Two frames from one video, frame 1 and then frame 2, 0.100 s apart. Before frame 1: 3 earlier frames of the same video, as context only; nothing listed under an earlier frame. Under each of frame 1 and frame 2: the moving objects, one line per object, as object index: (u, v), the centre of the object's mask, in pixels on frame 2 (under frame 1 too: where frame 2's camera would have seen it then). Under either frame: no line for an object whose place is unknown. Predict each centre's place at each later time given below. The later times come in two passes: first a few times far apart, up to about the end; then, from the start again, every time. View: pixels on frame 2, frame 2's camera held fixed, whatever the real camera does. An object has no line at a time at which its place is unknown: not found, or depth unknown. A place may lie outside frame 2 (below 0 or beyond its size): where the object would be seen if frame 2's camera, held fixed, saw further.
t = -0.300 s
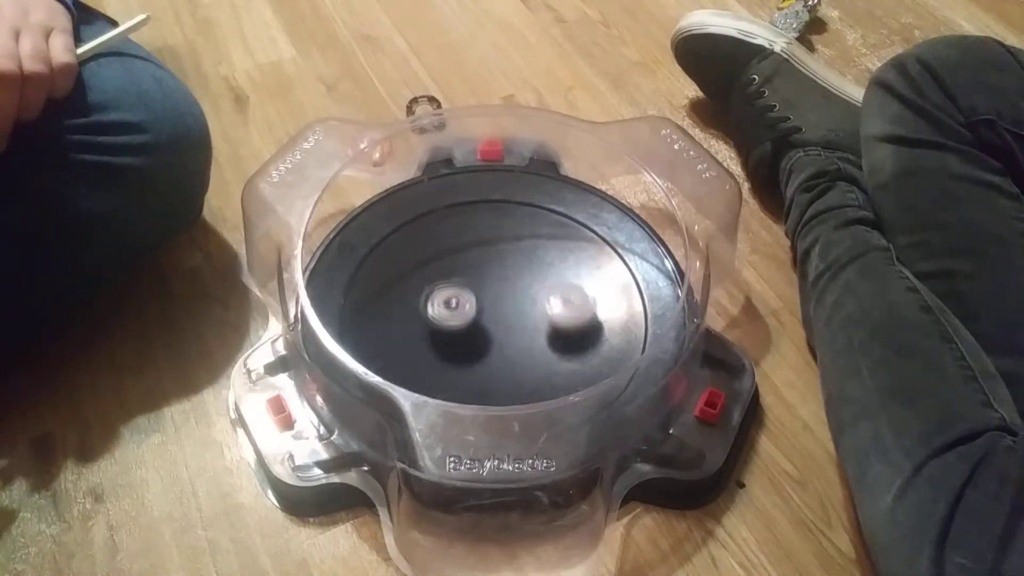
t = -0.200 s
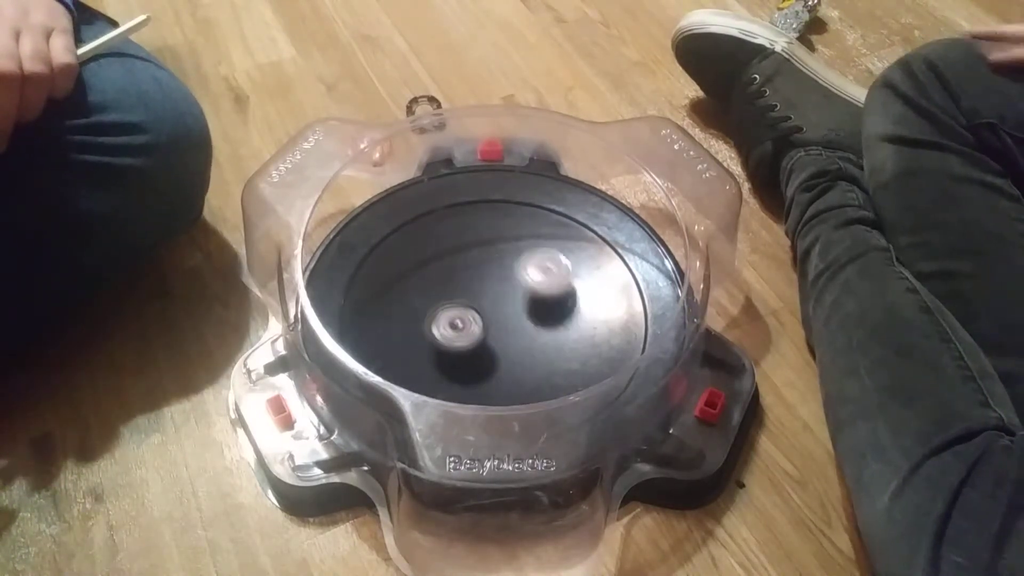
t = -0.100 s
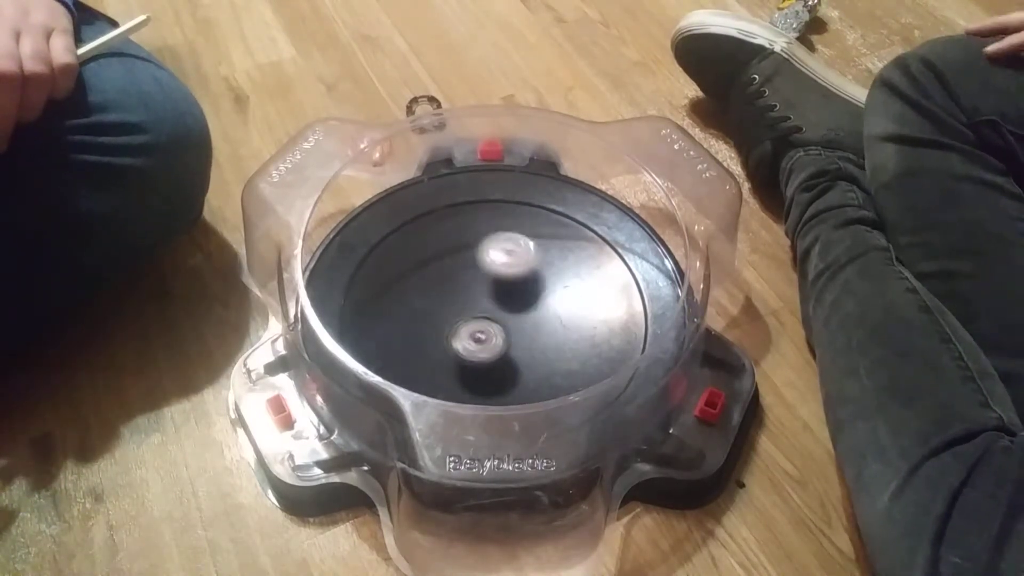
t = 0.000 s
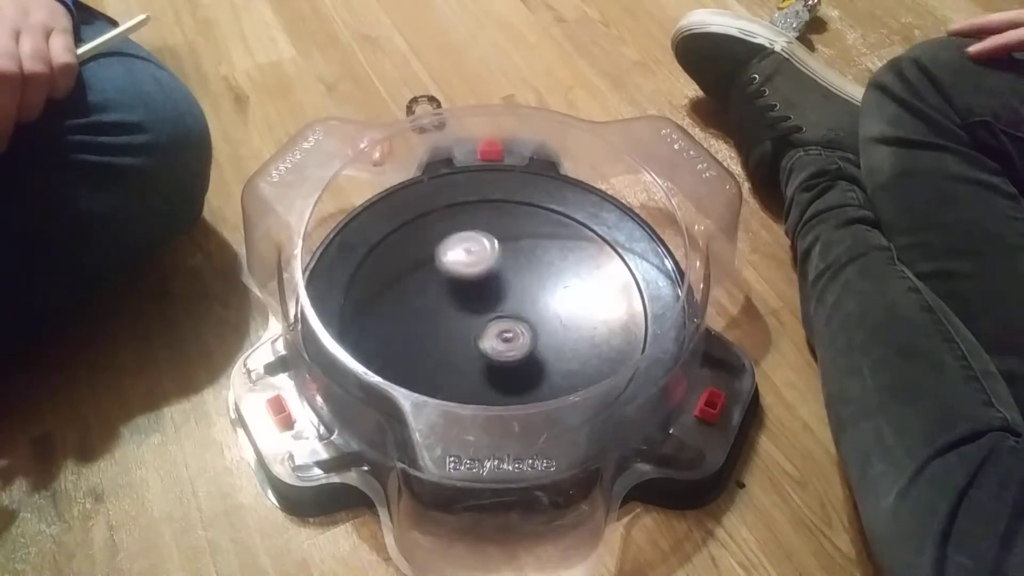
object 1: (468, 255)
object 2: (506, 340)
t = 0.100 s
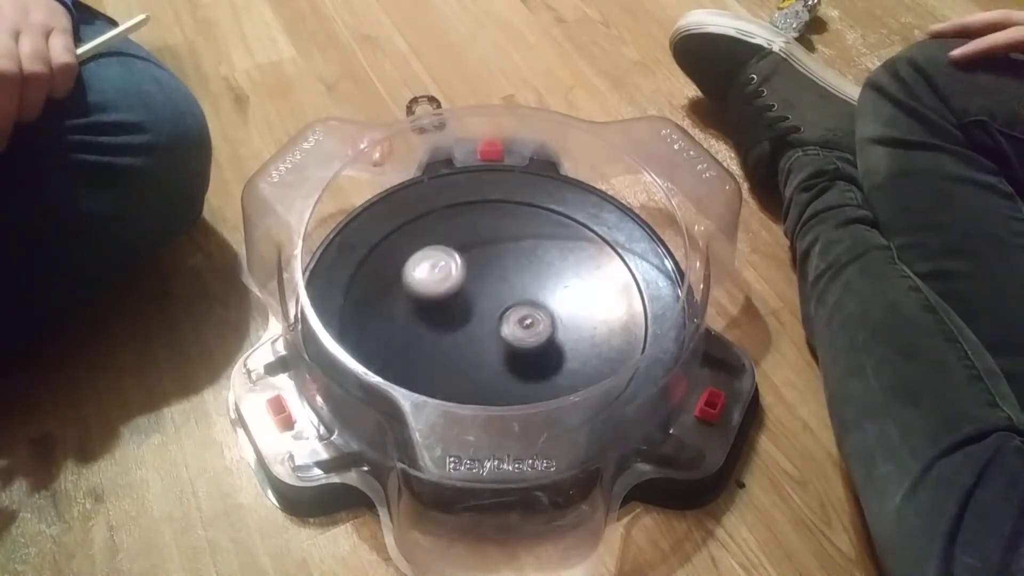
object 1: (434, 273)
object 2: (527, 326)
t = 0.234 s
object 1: (415, 316)
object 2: (530, 299)
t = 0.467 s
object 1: (487, 370)
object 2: (483, 278)
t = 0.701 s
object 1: (566, 327)
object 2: (452, 315)
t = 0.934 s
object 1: (527, 260)
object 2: (499, 344)
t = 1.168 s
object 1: (441, 278)
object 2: (534, 311)
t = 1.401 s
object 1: (436, 353)
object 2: (501, 281)
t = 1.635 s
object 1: (527, 365)
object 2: (453, 299)
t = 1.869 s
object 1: (551, 296)
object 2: (472, 340)
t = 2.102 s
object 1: (480, 257)
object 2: (526, 328)
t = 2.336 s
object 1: (427, 310)
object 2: (519, 287)
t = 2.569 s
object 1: (486, 364)
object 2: (465, 285)
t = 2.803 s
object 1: (558, 330)
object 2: (458, 328)
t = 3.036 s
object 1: (519, 269)
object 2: (511, 339)
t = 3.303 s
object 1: (435, 296)
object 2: (527, 297)
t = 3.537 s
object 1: (462, 358)
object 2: (478, 281)
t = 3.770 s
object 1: (539, 338)
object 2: (452, 315)
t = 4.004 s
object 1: (526, 274)
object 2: (492, 342)
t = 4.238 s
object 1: (454, 278)
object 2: (531, 317)
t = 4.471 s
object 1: (452, 343)
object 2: (510, 284)
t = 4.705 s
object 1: (529, 352)
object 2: (461, 292)
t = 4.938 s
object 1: (535, 291)
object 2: (463, 331)
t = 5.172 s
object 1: (465, 276)
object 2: (512, 337)
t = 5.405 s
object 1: (444, 333)
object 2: (526, 302)
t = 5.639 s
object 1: (515, 347)
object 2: (487, 283)
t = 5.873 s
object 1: (533, 290)
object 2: (457, 310)
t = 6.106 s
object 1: (469, 281)
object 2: (485, 335)
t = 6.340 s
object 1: (448, 334)
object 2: (532, 324)
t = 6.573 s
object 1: (499, 337)
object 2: (540, 292)
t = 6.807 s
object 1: (468, 323)
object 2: (516, 265)
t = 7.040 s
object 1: (426, 338)
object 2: (503, 275)
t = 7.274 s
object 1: (406, 350)
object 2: (520, 292)
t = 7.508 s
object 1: (455, 328)
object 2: (521, 321)
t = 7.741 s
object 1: (475, 302)
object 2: (547, 342)
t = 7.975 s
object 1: (502, 296)
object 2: (526, 349)
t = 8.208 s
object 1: (514, 301)
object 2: (494, 347)
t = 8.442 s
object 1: (525, 286)
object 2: (455, 333)
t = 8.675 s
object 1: (521, 298)
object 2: (448, 315)
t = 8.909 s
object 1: (517, 316)
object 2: (458, 319)
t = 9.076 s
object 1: (510, 321)
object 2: (460, 322)
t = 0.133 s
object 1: (425, 282)
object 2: (530, 320)
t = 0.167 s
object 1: (419, 293)
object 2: (532, 312)
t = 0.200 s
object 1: (415, 304)
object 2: (532, 305)
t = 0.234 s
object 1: (415, 316)
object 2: (530, 299)
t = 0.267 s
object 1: (418, 328)
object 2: (527, 293)
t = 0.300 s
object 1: (424, 340)
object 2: (522, 288)
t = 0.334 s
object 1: (432, 350)
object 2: (514, 284)
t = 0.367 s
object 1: (444, 358)
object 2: (507, 281)
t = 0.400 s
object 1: (457, 364)
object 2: (498, 279)
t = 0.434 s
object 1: (473, 368)
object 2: (489, 277)
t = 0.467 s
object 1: (487, 370)
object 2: (483, 278)
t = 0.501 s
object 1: (503, 369)
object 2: (476, 280)
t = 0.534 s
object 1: (518, 366)
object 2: (468, 284)
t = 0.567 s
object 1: (530, 362)
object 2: (462, 289)
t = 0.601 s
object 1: (544, 354)
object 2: (457, 295)
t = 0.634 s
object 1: (552, 349)
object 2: (453, 301)
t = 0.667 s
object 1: (561, 336)
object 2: (452, 309)
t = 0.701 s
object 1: (566, 327)
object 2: (452, 315)
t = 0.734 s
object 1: (569, 315)
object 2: (454, 322)
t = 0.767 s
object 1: (570, 305)
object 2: (459, 329)
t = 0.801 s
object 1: (566, 294)
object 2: (465, 334)
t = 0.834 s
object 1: (556, 281)
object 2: (474, 339)
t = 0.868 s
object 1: (548, 272)
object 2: (481, 342)
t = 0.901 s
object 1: (537, 265)
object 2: (489, 344)
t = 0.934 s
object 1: (527, 260)
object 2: (499, 344)
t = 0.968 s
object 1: (513, 256)
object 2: (507, 343)
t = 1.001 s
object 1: (500, 256)
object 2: (515, 340)
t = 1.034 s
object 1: (487, 256)
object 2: (522, 335)
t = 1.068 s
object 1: (474, 259)
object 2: (527, 331)
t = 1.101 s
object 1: (461, 263)
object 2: (531, 325)
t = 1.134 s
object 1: (450, 270)
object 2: (533, 318)
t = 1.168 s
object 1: (441, 278)
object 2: (534, 311)
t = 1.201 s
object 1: (433, 288)
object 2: (533, 305)
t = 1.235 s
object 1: (427, 298)
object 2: (531, 299)
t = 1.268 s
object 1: (423, 309)
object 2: (527, 295)
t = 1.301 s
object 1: (422, 321)
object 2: (522, 291)
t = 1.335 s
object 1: (424, 332)
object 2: (516, 286)
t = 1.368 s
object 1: (429, 343)
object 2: (508, 283)
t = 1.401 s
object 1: (436, 353)
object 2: (501, 281)
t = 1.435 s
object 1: (446, 361)
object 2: (492, 279)
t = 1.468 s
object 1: (458, 367)
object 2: (485, 280)
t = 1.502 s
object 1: (472, 372)
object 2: (477, 282)
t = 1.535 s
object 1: (486, 374)
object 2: (469, 284)
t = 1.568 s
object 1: (501, 373)
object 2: (463, 289)
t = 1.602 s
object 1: (513, 370)
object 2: (458, 294)
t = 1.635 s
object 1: (527, 365)
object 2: (453, 299)
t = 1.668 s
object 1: (538, 358)
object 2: (451, 304)
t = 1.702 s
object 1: (546, 349)
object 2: (450, 311)
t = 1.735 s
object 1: (552, 340)
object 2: (451, 319)
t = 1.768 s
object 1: (556, 328)
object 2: (454, 325)
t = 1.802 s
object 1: (558, 317)
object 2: (459, 331)
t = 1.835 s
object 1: (554, 307)
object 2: (465, 335)
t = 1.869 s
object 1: (551, 296)
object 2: (472, 340)
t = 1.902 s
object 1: (545, 285)
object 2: (481, 343)
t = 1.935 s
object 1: (537, 276)
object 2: (490, 343)
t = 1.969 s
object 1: (527, 268)
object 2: (499, 343)
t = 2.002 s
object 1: (516, 263)
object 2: (507, 341)
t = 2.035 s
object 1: (504, 259)
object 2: (515, 338)
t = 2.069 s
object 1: (493, 257)
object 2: (521, 333)
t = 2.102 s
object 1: (480, 257)
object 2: (526, 328)
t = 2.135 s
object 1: (468, 260)
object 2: (530, 322)
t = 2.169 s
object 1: (457, 264)
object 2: (532, 316)
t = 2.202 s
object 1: (447, 270)
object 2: (532, 309)
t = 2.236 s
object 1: (439, 279)
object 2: (532, 303)
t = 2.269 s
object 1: (432, 289)
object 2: (529, 297)
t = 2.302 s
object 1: (429, 299)
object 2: (525, 292)
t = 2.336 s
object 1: (427, 310)
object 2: (519, 287)
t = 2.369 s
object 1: (429, 321)
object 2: (513, 284)
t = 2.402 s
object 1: (432, 332)
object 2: (505, 281)
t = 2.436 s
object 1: (440, 342)
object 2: (496, 280)
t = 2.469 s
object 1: (449, 350)
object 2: (488, 279)
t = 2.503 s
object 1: (460, 356)
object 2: (480, 279)
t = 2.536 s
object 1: (473, 362)
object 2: (472, 283)
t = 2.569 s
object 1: (486, 364)
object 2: (465, 285)
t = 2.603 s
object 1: (500, 365)
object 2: (460, 290)
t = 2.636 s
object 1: (512, 365)
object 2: (456, 296)
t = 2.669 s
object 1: (526, 360)
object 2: (452, 303)
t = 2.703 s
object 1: (537, 355)
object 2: (451, 310)
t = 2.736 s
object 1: (544, 349)
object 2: (452, 316)
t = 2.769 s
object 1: (553, 340)
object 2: (454, 323)
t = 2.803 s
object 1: (558, 330)
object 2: (458, 328)
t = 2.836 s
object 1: (560, 319)
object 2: (464, 334)
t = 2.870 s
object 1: (561, 309)
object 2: (471, 338)
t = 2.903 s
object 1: (556, 299)
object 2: (479, 342)
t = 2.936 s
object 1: (549, 288)
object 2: (486, 342)
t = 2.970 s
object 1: (540, 281)
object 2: (497, 344)
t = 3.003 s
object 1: (530, 274)
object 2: (505, 343)
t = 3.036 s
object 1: (519, 269)
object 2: (511, 339)
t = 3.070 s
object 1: (507, 266)
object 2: (518, 336)
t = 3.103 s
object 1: (495, 266)
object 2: (524, 332)
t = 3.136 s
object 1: (483, 266)
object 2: (528, 325)
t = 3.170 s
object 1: (471, 269)
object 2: (530, 321)
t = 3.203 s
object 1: (460, 274)
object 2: (532, 315)
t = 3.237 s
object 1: (450, 280)
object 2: (532, 309)
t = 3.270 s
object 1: (442, 288)
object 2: (530, 303)
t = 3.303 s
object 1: (435, 296)
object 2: (527, 297)
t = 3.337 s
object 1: (432, 306)
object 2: (522, 292)
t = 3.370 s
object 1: (430, 317)
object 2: (517, 288)
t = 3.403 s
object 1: (430, 326)
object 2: (510, 284)
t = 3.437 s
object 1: (435, 337)
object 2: (502, 281)
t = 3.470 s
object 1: (441, 345)
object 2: (494, 280)
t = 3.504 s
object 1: (450, 352)
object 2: (486, 280)
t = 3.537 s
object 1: (462, 358)
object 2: (478, 281)
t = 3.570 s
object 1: (474, 361)
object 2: (471, 284)
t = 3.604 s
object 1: (488, 363)
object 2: (465, 288)
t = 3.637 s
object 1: (501, 361)
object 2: (460, 291)
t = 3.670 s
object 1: (513, 358)
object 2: (456, 296)
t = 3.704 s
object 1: (524, 354)
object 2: (453, 303)
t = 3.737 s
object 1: (533, 347)
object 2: (451, 310)
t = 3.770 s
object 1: (539, 338)
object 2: (452, 315)
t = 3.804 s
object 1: (545, 329)
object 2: (454, 322)
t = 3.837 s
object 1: (549, 319)
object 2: (457, 328)
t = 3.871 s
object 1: (549, 308)
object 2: (463, 332)
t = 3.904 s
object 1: (546, 300)
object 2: (469, 336)
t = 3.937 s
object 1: (542, 289)
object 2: (476, 339)
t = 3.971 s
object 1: (534, 280)
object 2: (484, 342)
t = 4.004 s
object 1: (526, 274)
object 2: (492, 342)
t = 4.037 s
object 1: (517, 269)
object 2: (501, 342)
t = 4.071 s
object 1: (506, 265)
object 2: (509, 340)
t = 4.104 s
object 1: (495, 263)
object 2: (515, 337)
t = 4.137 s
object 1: (484, 264)
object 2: (520, 333)
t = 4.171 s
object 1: (473, 267)
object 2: (525, 329)
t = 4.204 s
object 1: (463, 271)
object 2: (529, 324)
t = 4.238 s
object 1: (454, 278)
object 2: (531, 317)
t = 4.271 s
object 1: (447, 286)
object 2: (532, 311)
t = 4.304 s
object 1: (441, 295)
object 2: (531, 305)
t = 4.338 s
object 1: (438, 304)
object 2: (529, 300)
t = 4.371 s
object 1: (438, 315)
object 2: (526, 295)
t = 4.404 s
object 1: (440, 325)
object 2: (521, 290)
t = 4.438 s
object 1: (444, 334)
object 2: (516, 286)
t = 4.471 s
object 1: (452, 343)
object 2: (510, 284)
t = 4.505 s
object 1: (461, 350)
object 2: (503, 281)
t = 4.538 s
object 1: (470, 355)
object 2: (495, 280)
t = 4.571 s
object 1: (482, 359)
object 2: (486, 280)
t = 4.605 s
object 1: (495, 360)
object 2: (479, 281)
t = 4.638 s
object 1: (507, 359)
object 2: (472, 284)
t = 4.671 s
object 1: (519, 357)
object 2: (466, 288)
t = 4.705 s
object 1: (529, 352)
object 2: (461, 292)
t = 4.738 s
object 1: (536, 346)
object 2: (457, 297)
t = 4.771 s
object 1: (543, 337)
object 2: (455, 303)
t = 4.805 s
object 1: (548, 328)
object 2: (454, 308)
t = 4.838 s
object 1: (548, 319)
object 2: (454, 315)
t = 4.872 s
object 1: (546, 309)
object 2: (456, 319)
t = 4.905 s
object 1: (542, 299)
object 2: (459, 325)
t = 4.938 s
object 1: (535, 291)
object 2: (463, 331)
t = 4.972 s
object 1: (527, 284)
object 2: (469, 334)
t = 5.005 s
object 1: (517, 278)
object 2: (477, 339)
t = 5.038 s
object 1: (507, 274)
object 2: (484, 340)
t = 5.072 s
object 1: (497, 272)
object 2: (491, 341)
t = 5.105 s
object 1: (486, 272)
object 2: (498, 341)
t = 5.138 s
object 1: (475, 274)
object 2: (505, 339)
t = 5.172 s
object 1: (465, 276)
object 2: (512, 337)
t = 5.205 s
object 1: (456, 282)
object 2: (519, 334)
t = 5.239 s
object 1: (448, 289)
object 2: (523, 330)
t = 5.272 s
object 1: (442, 296)
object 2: (526, 325)
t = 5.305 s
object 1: (438, 305)
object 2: (528, 319)
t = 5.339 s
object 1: (438, 315)
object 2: (529, 313)
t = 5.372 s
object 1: (439, 324)
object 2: (528, 308)
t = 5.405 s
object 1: (444, 333)
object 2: (526, 302)
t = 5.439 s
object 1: (451, 340)
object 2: (524, 298)
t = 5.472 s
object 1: (460, 347)
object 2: (519, 294)
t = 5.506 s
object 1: (472, 350)
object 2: (513, 290)
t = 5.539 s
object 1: (483, 352)
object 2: (508, 287)
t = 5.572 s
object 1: (495, 353)
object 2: (501, 284)
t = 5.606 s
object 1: (506, 350)
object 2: (494, 283)
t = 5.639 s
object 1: (515, 347)
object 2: (487, 283)
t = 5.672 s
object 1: (524, 342)
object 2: (480, 285)
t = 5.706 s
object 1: (531, 335)
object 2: (474, 287)
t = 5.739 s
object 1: (536, 327)
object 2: (469, 289)
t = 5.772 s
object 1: (540, 317)
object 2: (464, 294)
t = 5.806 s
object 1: (539, 308)
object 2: (461, 298)
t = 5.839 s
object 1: (537, 299)
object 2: (459, 303)
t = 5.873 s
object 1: (533, 290)
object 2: (457, 310)
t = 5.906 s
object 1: (526, 283)
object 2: (458, 315)
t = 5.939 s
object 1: (517, 278)
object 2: (459, 320)
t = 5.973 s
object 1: (508, 274)
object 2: (463, 324)
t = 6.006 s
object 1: (497, 273)
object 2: (468, 328)
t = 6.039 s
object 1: (487, 274)
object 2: (474, 331)
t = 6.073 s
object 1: (478, 276)
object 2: (479, 333)
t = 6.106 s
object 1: (469, 281)
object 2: (485, 335)
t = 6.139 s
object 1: (461, 287)
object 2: (491, 336)
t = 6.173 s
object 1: (455, 294)
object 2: (497, 336)
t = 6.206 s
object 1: (451, 303)
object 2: (505, 335)
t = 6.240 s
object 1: (450, 312)
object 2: (511, 332)
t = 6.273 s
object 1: (450, 321)
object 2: (516, 329)
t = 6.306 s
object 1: (448, 328)
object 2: (525, 327)
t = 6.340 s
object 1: (448, 334)
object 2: (532, 324)
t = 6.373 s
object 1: (451, 340)
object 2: (538, 320)
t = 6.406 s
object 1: (456, 345)
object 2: (542, 314)
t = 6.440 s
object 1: (464, 348)
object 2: (544, 309)
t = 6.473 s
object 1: (474, 349)
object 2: (546, 304)
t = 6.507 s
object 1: (483, 347)
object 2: (545, 300)
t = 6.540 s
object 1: (492, 343)
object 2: (543, 296)
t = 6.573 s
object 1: (499, 337)
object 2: (540, 292)
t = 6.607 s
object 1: (499, 333)
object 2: (539, 285)
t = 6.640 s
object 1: (494, 331)
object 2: (541, 280)
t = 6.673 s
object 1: (489, 329)
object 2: (537, 274)
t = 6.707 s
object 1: (483, 326)
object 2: (533, 271)
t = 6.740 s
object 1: (478, 325)
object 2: (529, 268)
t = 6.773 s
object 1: (472, 324)
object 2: (522, 265)
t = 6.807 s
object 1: (468, 323)
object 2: (516, 265)
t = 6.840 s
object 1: (464, 323)
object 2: (508, 266)
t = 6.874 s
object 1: (461, 323)
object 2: (502, 268)
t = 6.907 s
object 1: (460, 323)
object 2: (495, 271)
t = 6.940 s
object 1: (459, 323)
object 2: (491, 276)
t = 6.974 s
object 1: (453, 327)
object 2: (488, 277)
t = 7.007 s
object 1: (437, 333)
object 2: (498, 276)
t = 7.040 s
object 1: (426, 338)
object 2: (503, 275)
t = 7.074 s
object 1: (417, 344)
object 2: (508, 277)
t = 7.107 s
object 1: (410, 346)
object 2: (509, 277)
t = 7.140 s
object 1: (407, 348)
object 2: (513, 280)
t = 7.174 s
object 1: (404, 350)
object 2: (515, 282)
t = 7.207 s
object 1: (404, 350)
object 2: (517, 286)
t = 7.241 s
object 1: (405, 351)
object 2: (519, 290)
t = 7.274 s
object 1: (406, 350)
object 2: (520, 292)
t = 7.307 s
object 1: (410, 348)
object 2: (522, 296)
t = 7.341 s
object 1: (416, 347)
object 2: (522, 300)
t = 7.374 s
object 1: (422, 344)
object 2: (523, 304)
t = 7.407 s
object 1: (430, 340)
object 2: (523, 309)
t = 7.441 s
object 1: (439, 337)
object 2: (522, 313)
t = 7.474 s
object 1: (446, 332)
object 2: (522, 317)
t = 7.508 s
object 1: (455, 328)
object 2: (521, 321)
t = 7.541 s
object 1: (454, 323)
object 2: (529, 327)
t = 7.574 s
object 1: (452, 317)
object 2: (534, 330)
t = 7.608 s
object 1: (455, 312)
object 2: (537, 333)
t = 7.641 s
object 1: (458, 308)
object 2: (541, 336)
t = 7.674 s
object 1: (463, 305)
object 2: (545, 339)
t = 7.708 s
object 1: (470, 303)
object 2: (545, 341)
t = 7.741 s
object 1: (475, 302)
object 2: (547, 342)
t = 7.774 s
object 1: (480, 301)
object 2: (545, 343)
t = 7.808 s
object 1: (486, 301)
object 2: (543, 345)
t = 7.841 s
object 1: (490, 301)
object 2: (540, 345)
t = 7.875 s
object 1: (494, 301)
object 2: (538, 344)
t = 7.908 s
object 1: (499, 302)
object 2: (534, 344)
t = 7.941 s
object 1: (501, 300)
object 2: (529, 345)
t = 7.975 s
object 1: (502, 296)
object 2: (526, 349)
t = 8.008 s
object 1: (507, 294)
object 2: (523, 350)
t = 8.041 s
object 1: (508, 294)
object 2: (520, 352)
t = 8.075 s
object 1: (509, 296)
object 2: (515, 352)
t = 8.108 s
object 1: (511, 296)
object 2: (509, 351)
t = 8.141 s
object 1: (512, 299)
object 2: (505, 351)
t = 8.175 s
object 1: (512, 300)
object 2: (500, 349)
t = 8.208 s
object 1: (514, 301)
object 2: (494, 347)
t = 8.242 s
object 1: (519, 298)
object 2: (482, 348)
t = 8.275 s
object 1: (522, 296)
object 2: (475, 349)
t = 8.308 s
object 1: (525, 293)
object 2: (468, 347)
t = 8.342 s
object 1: (528, 291)
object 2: (462, 344)
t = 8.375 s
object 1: (528, 289)
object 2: (459, 341)
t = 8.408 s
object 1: (527, 287)
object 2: (458, 336)
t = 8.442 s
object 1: (525, 286)
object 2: (455, 333)
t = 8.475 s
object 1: (523, 287)
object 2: (458, 327)
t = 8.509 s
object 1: (520, 288)
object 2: (457, 326)
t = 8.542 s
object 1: (515, 291)
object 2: (461, 323)
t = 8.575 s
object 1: (512, 293)
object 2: (463, 320)
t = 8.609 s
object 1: (512, 295)
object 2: (458, 318)
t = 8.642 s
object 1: (516, 298)
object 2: (450, 316)
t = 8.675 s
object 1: (521, 298)
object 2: (448, 315)
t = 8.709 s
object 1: (522, 300)
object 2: (443, 315)
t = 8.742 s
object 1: (524, 303)
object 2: (443, 313)
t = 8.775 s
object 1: (525, 305)
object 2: (446, 313)
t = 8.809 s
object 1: (526, 307)
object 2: (450, 314)
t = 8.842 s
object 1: (523, 309)
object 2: (453, 315)
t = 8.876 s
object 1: (520, 313)
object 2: (458, 317)
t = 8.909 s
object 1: (517, 316)
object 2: (458, 319)
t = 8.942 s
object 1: (514, 317)
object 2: (460, 318)
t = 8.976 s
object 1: (512, 318)
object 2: (462, 320)
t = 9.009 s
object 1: (511, 316)
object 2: (464, 322)
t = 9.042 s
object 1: (509, 317)
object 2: (463, 322)
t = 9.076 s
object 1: (510, 321)
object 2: (460, 322)
